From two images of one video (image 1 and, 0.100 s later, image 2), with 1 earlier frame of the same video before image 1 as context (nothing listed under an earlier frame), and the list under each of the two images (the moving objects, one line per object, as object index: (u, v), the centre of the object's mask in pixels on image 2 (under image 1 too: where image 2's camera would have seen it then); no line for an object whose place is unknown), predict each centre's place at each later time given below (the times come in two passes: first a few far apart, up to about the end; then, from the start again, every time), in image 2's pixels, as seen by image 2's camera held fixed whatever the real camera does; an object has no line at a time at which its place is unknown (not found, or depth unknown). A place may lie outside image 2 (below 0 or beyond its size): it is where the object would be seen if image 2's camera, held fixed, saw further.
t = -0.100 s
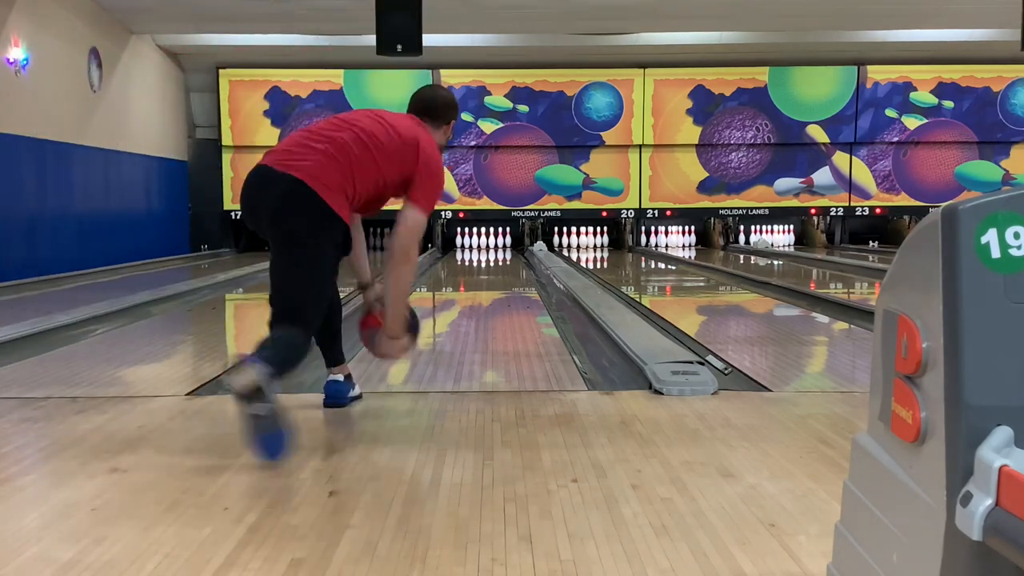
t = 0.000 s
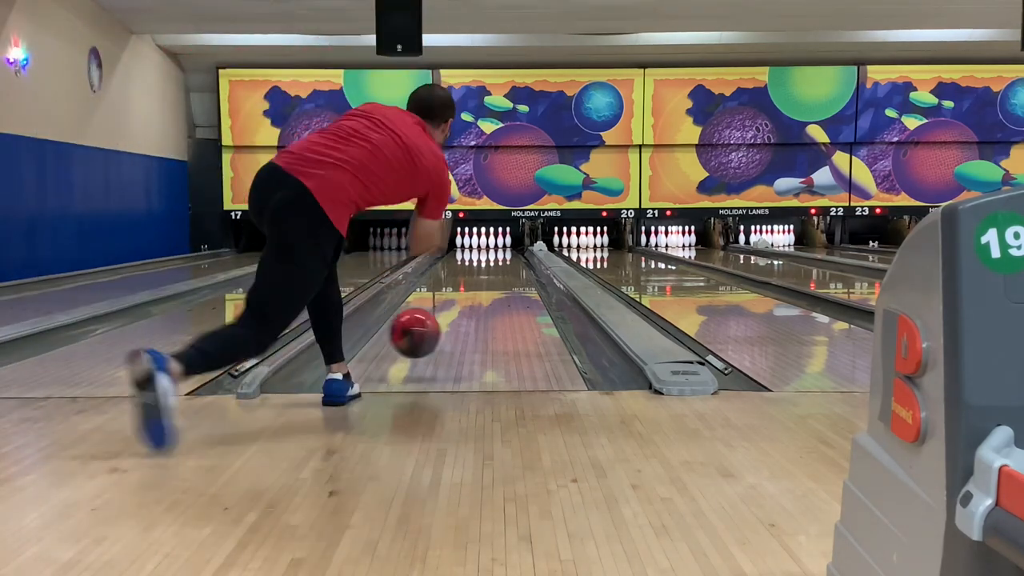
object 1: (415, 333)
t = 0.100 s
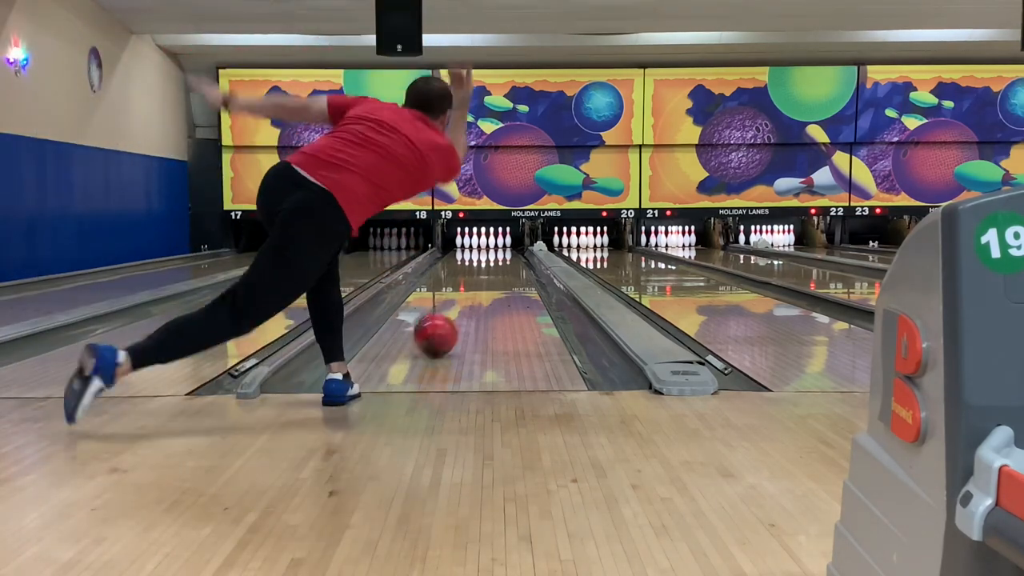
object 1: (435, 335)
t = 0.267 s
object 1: (459, 311)
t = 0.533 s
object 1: (482, 288)
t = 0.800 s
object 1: (496, 273)
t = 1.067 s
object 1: (504, 262)
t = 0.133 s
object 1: (441, 330)
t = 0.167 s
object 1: (446, 324)
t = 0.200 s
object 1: (450, 319)
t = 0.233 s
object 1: (455, 315)
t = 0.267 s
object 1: (459, 311)
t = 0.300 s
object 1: (462, 307)
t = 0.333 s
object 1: (466, 304)
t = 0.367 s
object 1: (469, 301)
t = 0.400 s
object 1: (472, 297)
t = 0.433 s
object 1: (475, 295)
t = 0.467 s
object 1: (477, 292)
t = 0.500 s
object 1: (480, 289)
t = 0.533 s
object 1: (482, 288)
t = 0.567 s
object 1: (484, 285)
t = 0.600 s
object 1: (486, 283)
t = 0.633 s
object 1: (488, 281)
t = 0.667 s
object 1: (489, 279)
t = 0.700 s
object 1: (491, 277)
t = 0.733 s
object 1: (493, 275)
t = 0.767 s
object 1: (494, 274)
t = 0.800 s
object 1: (496, 273)
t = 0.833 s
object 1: (497, 271)
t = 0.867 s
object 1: (498, 270)
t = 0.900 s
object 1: (499, 268)
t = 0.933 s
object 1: (500, 267)
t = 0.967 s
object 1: (502, 266)
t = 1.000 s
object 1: (502, 265)
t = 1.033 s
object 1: (503, 264)
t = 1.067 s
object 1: (504, 262)
